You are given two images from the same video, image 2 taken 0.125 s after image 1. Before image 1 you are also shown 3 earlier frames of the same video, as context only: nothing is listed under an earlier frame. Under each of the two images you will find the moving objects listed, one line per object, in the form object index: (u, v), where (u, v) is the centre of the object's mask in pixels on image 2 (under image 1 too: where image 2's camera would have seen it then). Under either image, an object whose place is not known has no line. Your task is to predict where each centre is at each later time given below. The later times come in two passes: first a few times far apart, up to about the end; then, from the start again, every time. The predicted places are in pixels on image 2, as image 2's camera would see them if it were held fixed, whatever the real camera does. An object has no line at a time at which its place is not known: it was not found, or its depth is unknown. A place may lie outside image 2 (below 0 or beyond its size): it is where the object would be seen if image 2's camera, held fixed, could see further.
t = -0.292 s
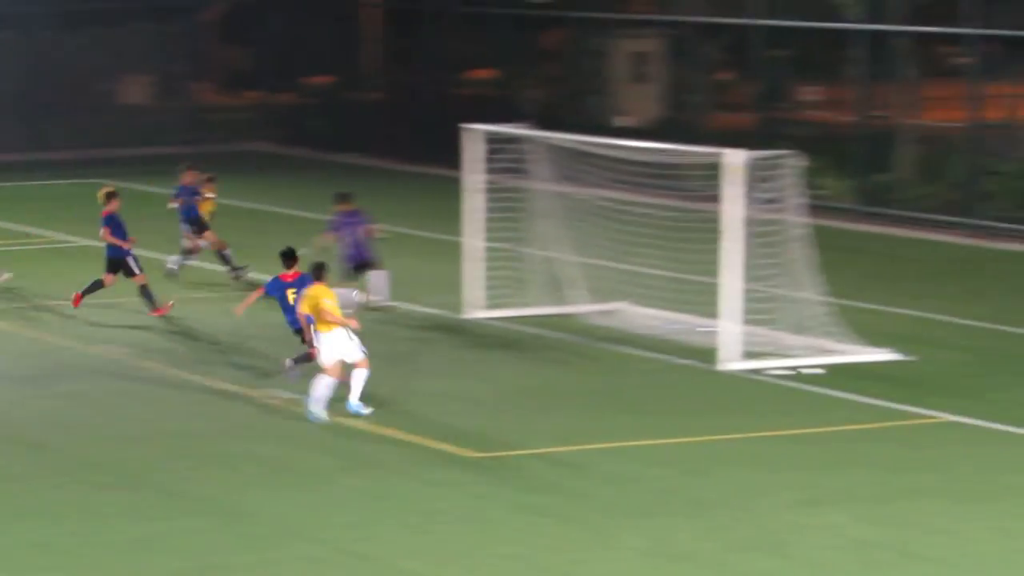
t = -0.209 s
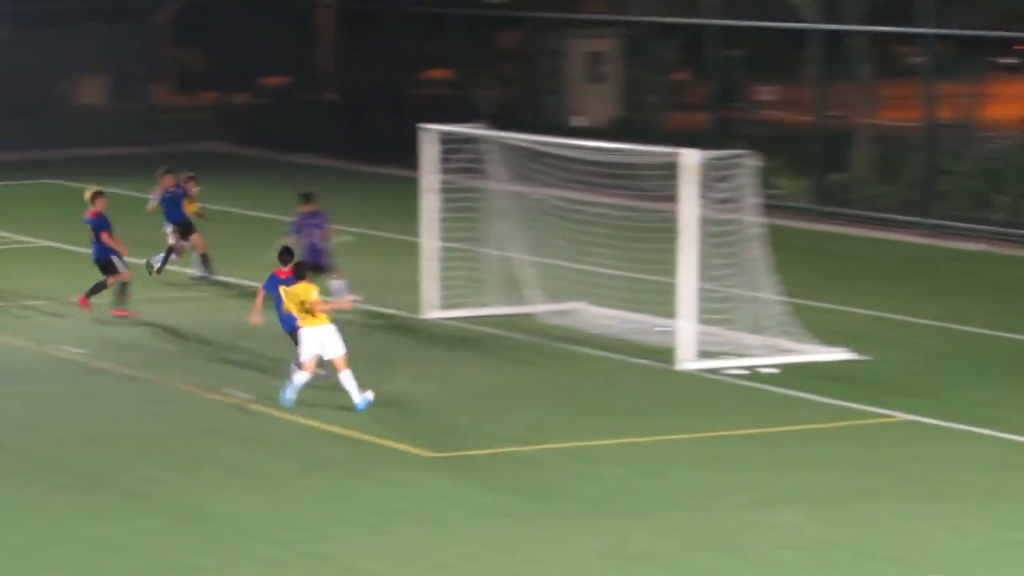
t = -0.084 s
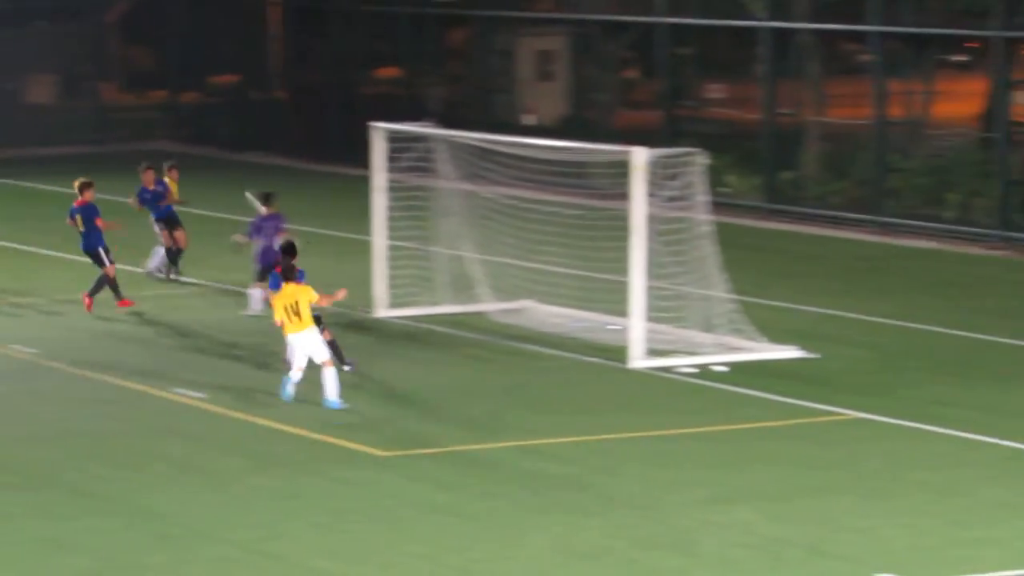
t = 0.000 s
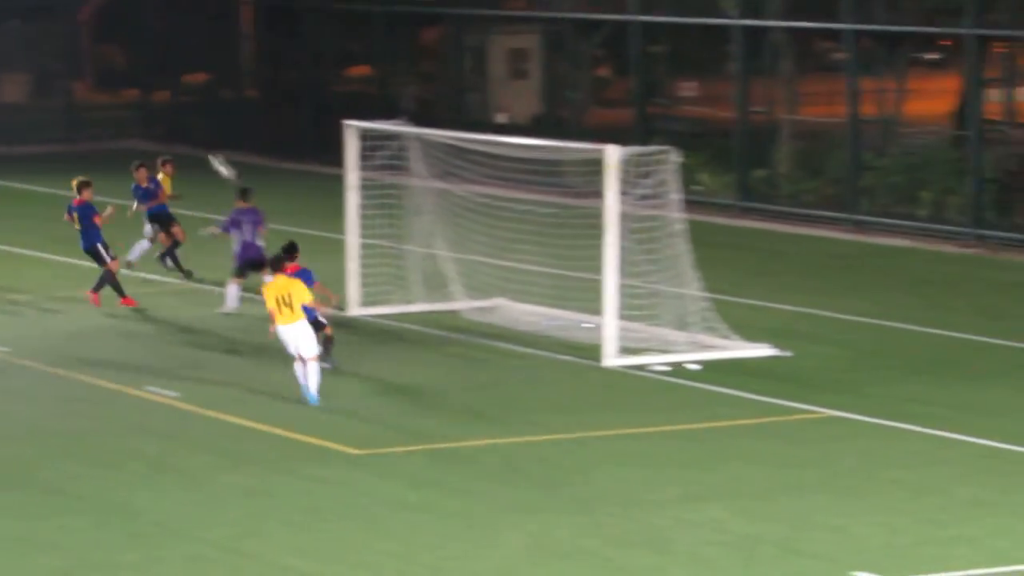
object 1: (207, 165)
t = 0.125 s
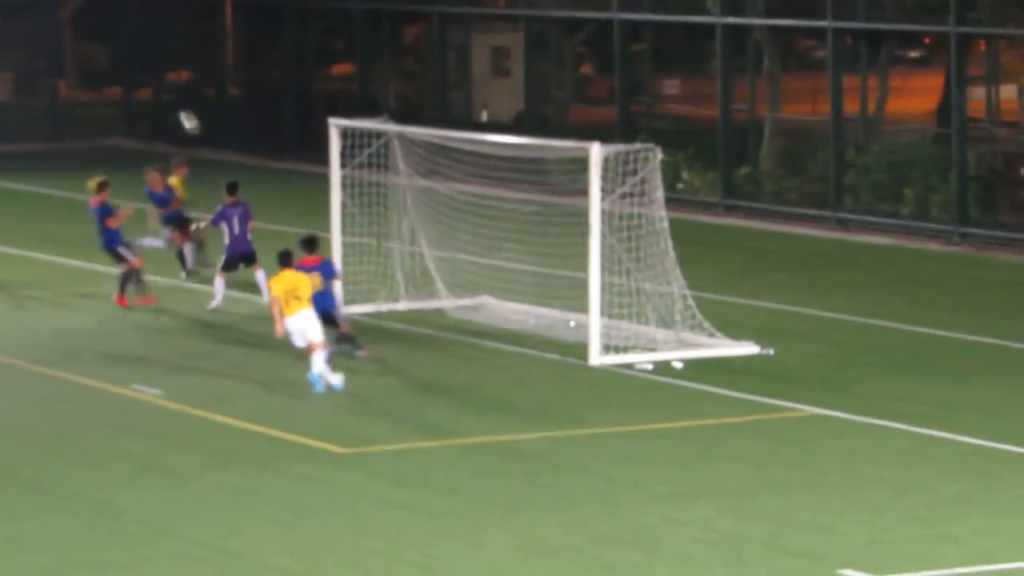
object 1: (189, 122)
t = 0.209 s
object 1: (179, 99)
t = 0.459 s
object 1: (153, 58)
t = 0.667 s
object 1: (134, 53)
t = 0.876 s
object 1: (116, 72)
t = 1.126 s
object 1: (96, 121)
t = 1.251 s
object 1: (86, 157)
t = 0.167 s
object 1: (184, 110)
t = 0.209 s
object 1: (179, 99)
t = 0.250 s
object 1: (174, 89)
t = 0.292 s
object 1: (170, 81)
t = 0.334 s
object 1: (166, 74)
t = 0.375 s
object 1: (161, 67)
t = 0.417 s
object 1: (157, 62)
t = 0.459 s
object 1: (153, 58)
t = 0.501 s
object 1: (148, 55)
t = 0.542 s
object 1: (144, 53)
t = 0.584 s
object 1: (141, 51)
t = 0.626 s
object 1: (137, 52)
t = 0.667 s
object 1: (134, 53)
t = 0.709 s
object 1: (130, 55)
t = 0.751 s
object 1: (126, 58)
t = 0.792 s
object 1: (123, 61)
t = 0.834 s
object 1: (119, 66)
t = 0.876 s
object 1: (116, 72)
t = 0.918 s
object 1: (112, 77)
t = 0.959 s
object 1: (109, 85)
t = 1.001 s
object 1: (106, 93)
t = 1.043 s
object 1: (102, 101)
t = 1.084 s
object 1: (99, 111)
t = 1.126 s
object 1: (96, 121)
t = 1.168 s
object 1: (93, 133)
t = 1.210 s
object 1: (90, 145)
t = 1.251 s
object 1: (86, 157)
